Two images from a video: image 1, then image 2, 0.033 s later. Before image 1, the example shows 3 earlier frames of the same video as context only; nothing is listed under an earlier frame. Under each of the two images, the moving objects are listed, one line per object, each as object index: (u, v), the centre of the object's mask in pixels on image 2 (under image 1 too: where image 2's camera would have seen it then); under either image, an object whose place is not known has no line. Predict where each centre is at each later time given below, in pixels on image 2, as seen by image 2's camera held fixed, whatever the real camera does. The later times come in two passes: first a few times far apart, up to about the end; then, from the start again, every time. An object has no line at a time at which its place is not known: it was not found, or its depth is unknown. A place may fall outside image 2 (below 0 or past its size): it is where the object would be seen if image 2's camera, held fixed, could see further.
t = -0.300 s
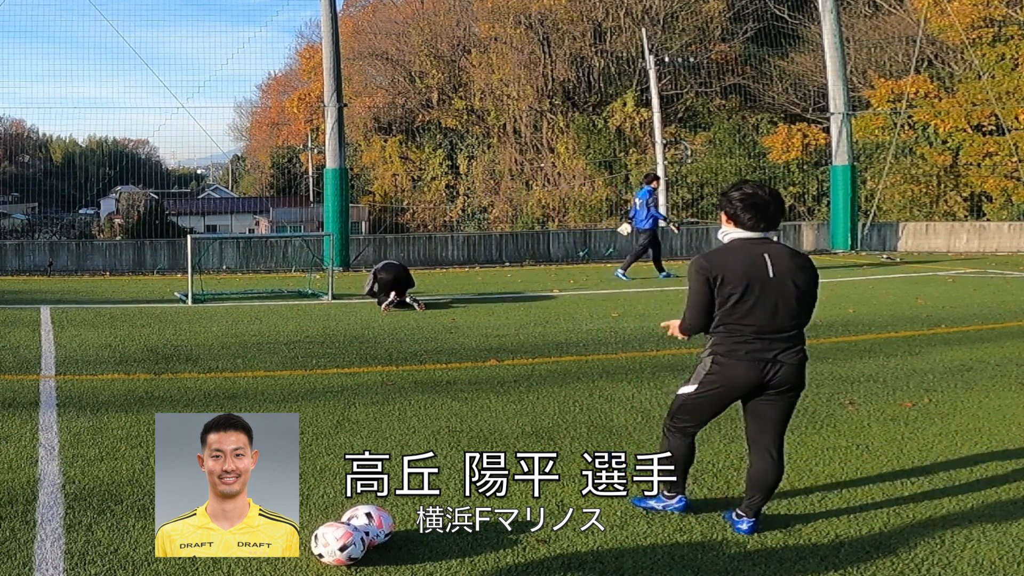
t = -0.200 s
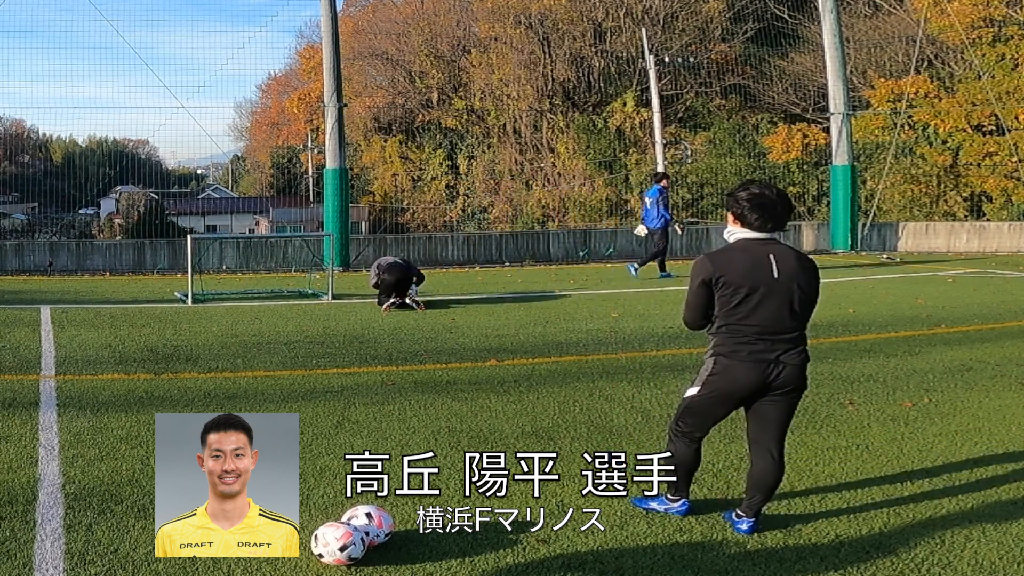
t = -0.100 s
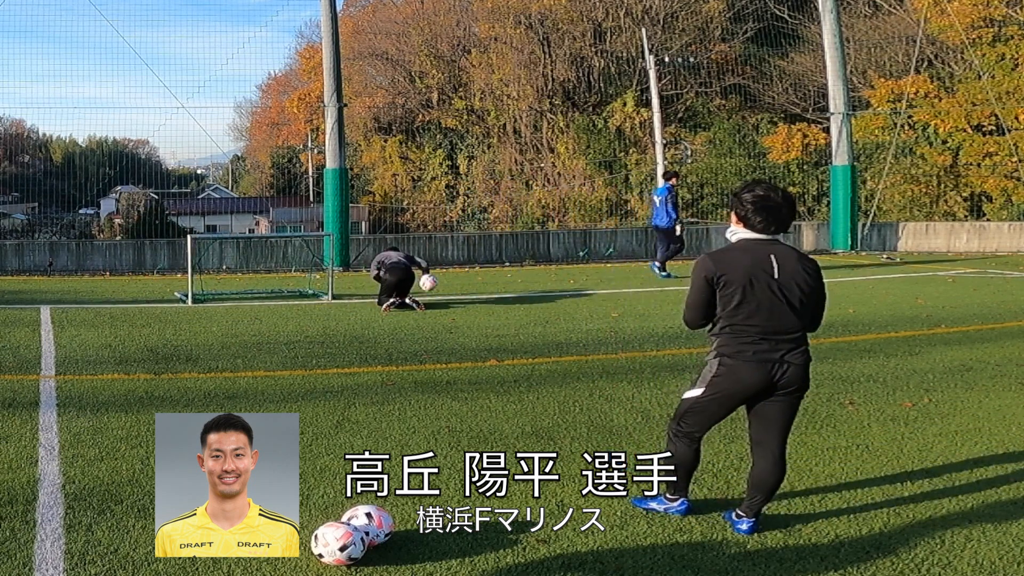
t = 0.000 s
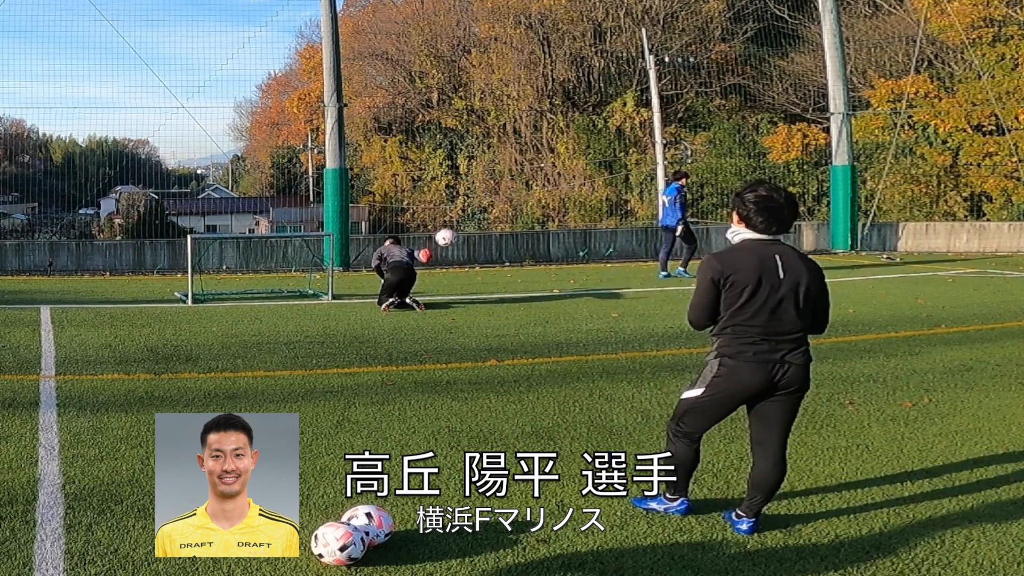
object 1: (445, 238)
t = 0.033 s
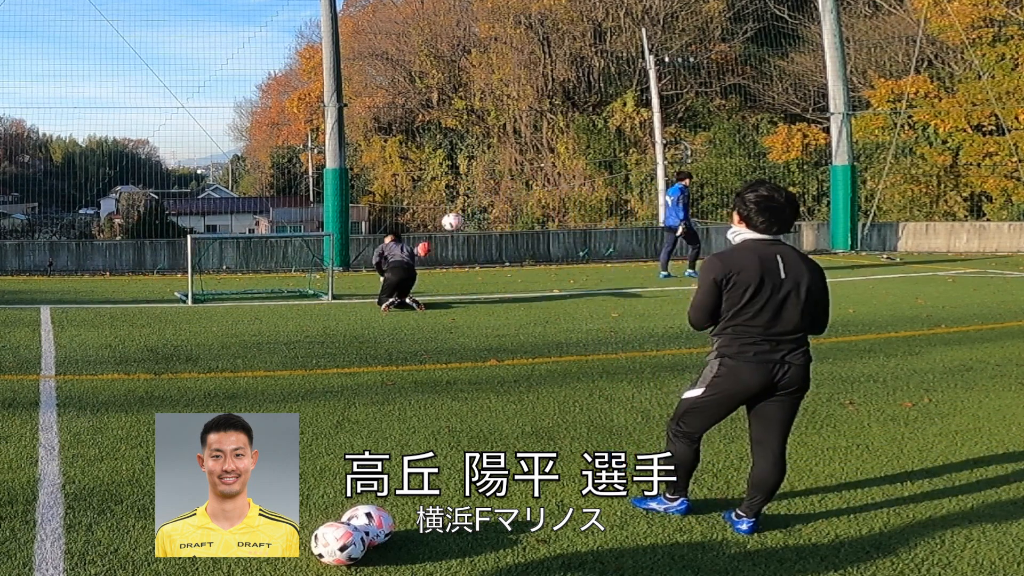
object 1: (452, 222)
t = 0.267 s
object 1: (500, 122)
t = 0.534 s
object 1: (572, 40)
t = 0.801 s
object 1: (683, 21)
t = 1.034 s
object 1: (845, 92)
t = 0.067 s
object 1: (458, 207)
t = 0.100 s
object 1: (464, 191)
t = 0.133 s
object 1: (471, 177)
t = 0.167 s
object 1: (477, 162)
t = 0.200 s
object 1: (484, 148)
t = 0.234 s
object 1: (492, 135)
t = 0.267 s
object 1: (500, 122)
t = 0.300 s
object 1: (507, 109)
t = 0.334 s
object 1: (516, 97)
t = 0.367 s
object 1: (524, 86)
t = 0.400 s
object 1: (532, 75)
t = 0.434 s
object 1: (541, 65)
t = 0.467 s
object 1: (550, 56)
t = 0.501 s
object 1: (561, 47)
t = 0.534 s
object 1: (572, 40)
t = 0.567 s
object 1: (584, 33)
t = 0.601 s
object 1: (594, 28)
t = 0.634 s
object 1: (607, 24)
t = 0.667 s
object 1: (620, 21)
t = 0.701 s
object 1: (636, 19)
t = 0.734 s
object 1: (650, 18)
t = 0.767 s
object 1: (665, 19)
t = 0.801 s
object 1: (683, 21)
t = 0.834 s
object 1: (702, 25)
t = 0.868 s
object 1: (721, 30)
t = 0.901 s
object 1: (743, 37)
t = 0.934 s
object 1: (767, 47)
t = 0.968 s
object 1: (790, 59)
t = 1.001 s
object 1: (817, 74)
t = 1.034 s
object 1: (845, 92)
